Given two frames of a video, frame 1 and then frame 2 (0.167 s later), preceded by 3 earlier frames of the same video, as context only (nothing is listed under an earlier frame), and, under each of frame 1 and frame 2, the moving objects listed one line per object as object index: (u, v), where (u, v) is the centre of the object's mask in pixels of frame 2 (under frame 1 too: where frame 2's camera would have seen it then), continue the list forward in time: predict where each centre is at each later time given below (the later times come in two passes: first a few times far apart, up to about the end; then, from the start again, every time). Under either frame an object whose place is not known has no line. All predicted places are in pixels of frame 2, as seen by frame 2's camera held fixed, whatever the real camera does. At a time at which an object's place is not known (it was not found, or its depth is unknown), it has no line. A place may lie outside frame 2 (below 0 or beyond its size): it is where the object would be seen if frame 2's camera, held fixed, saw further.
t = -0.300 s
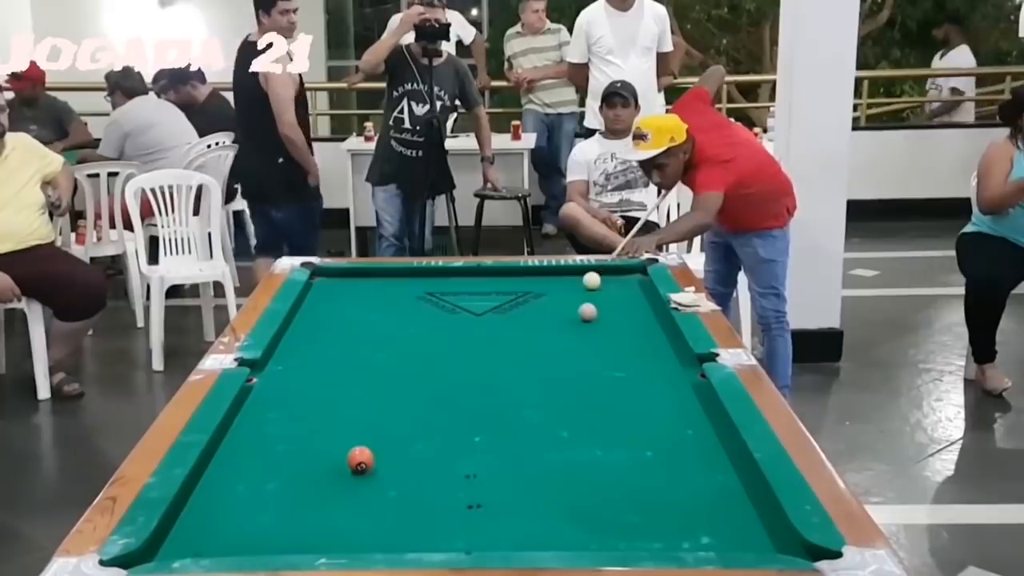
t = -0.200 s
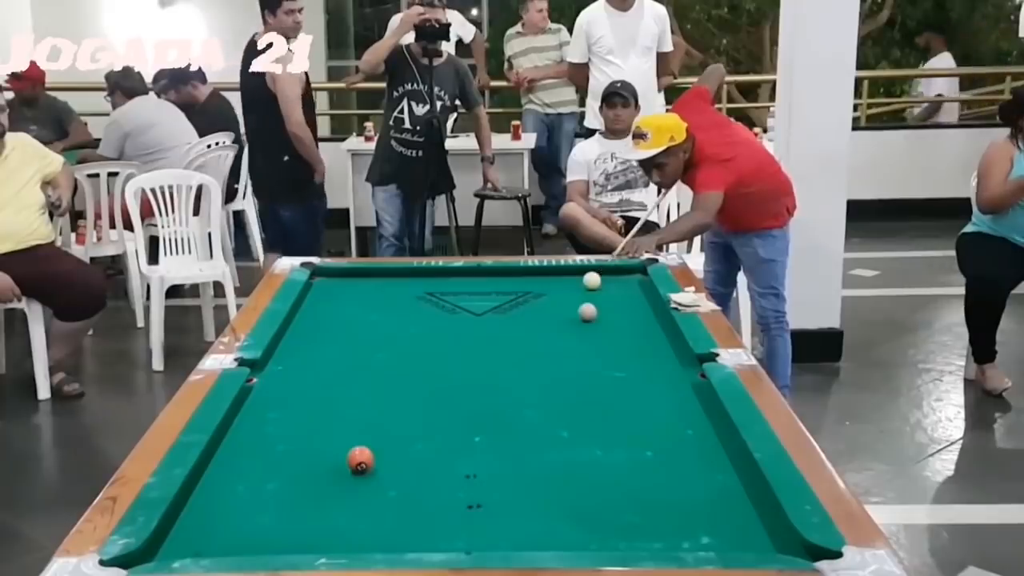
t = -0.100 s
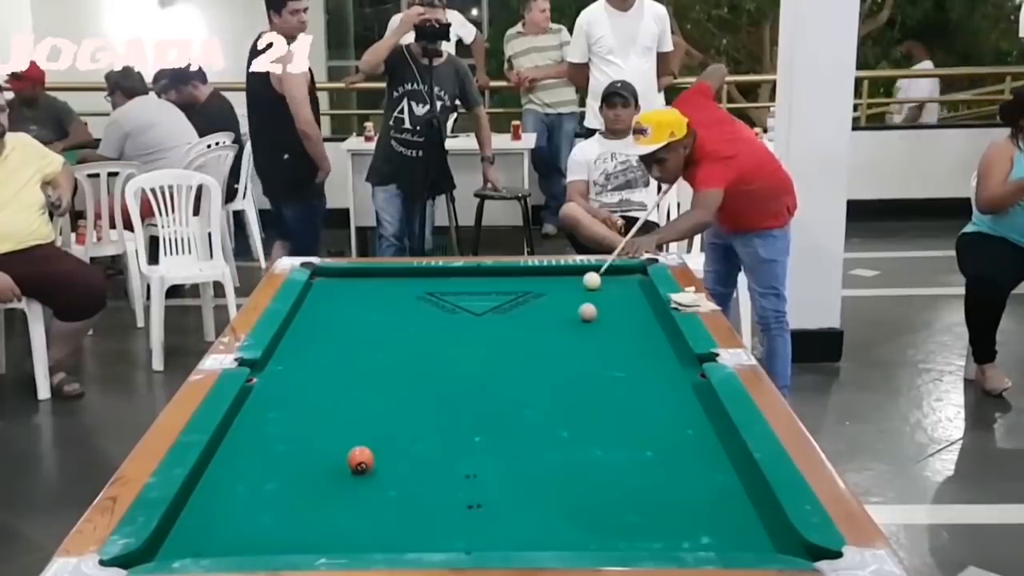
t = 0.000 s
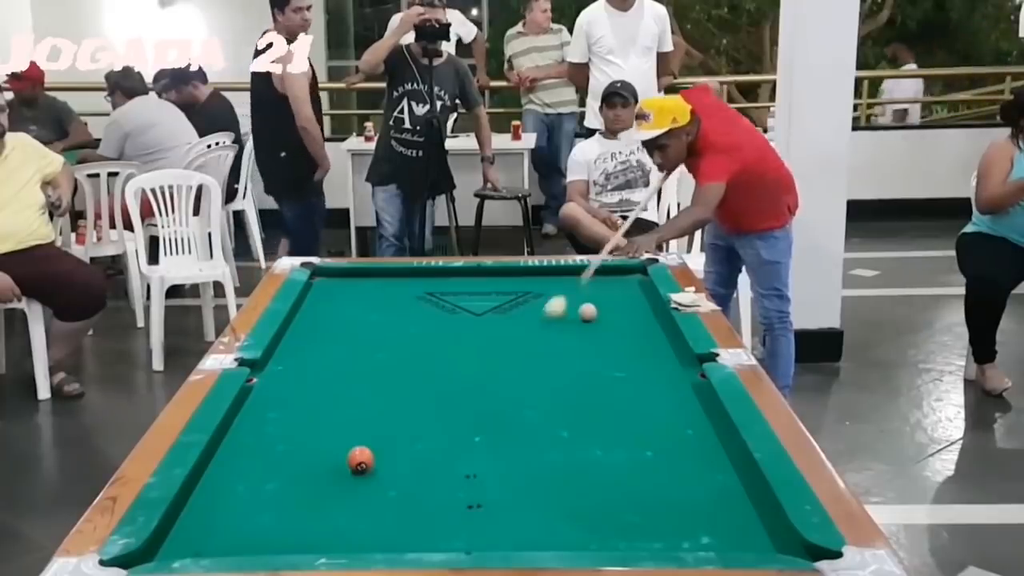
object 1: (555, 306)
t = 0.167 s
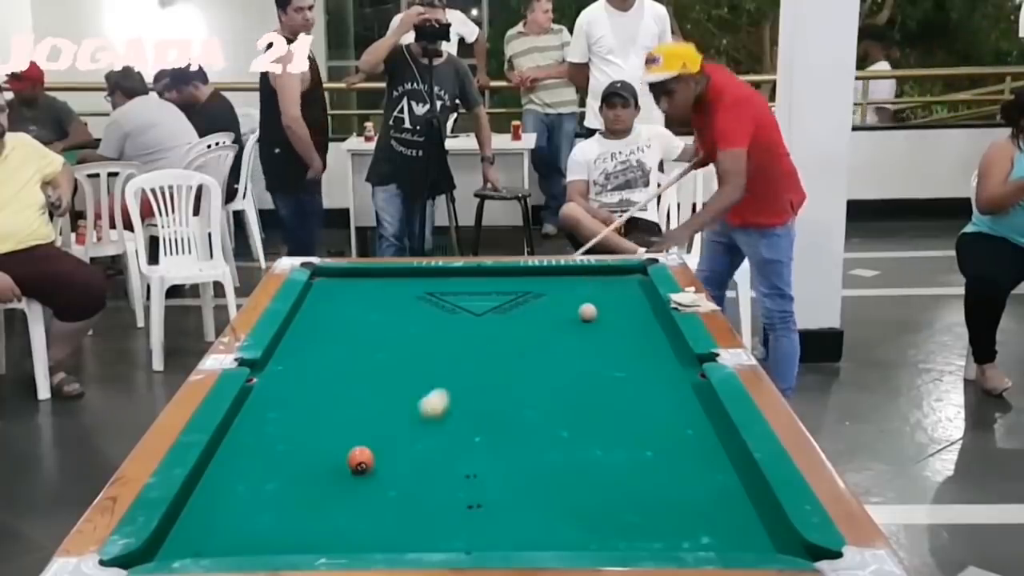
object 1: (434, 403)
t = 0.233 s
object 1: (380, 451)
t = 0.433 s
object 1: (425, 478)
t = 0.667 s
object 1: (480, 505)
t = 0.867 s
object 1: (529, 531)
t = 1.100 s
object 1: (590, 539)
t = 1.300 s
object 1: (637, 526)
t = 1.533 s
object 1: (683, 510)
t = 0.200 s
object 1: (403, 428)
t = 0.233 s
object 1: (380, 451)
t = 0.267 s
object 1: (387, 457)
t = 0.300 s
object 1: (395, 462)
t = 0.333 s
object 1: (403, 466)
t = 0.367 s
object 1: (410, 470)
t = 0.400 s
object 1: (418, 474)
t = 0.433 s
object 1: (425, 478)
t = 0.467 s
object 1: (433, 482)
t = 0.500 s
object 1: (441, 485)
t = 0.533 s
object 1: (448, 489)
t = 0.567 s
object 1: (456, 493)
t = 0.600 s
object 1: (464, 497)
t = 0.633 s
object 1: (472, 501)
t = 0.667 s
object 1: (480, 505)
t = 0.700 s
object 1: (488, 509)
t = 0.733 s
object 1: (496, 514)
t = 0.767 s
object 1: (504, 518)
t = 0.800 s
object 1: (513, 522)
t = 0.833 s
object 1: (521, 526)
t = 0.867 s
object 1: (529, 531)
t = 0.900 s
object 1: (538, 534)
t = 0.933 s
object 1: (547, 537)
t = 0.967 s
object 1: (555, 540)
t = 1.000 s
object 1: (564, 542)
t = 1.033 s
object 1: (573, 542)
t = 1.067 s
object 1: (581, 541)
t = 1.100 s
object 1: (590, 539)
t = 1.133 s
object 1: (598, 537)
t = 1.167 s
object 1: (606, 536)
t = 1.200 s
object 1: (614, 534)
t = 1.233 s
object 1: (622, 532)
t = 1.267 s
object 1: (630, 529)
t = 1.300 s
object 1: (637, 526)
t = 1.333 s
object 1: (644, 524)
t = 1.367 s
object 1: (652, 521)
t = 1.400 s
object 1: (659, 519)
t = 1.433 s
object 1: (666, 516)
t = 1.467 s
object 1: (673, 514)
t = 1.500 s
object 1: (679, 512)
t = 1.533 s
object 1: (683, 510)
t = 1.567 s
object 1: (689, 508)
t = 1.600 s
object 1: (696, 506)
